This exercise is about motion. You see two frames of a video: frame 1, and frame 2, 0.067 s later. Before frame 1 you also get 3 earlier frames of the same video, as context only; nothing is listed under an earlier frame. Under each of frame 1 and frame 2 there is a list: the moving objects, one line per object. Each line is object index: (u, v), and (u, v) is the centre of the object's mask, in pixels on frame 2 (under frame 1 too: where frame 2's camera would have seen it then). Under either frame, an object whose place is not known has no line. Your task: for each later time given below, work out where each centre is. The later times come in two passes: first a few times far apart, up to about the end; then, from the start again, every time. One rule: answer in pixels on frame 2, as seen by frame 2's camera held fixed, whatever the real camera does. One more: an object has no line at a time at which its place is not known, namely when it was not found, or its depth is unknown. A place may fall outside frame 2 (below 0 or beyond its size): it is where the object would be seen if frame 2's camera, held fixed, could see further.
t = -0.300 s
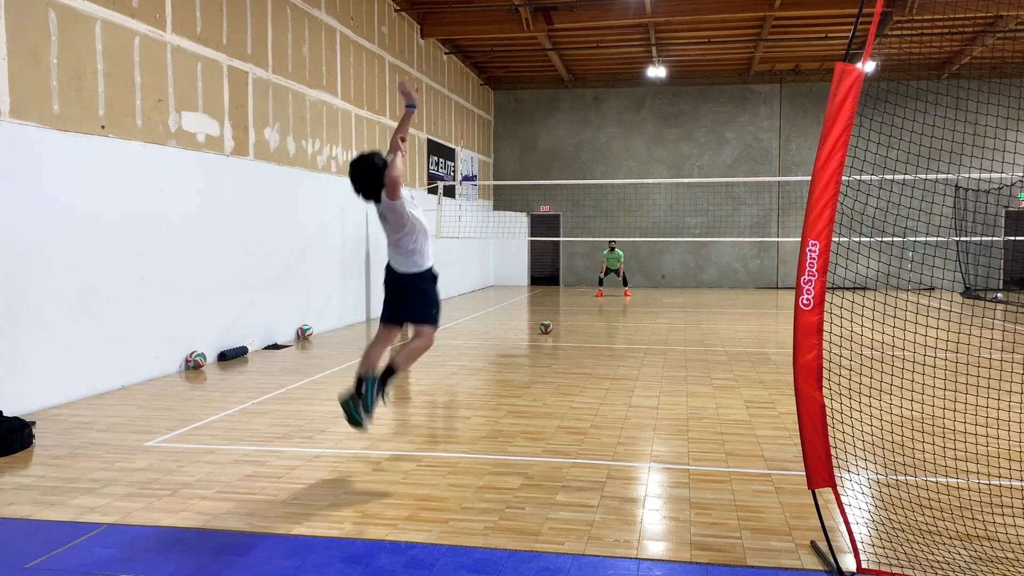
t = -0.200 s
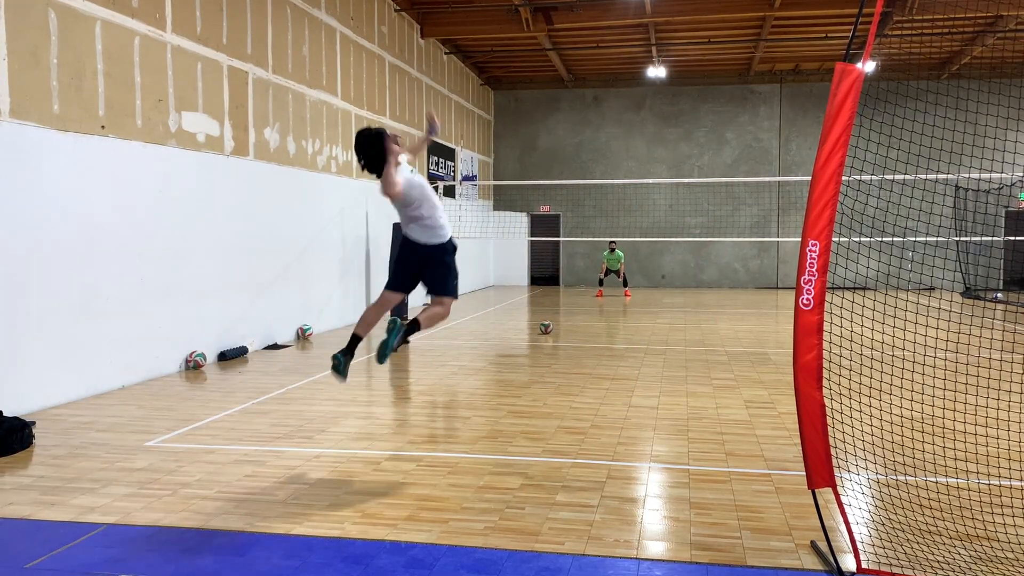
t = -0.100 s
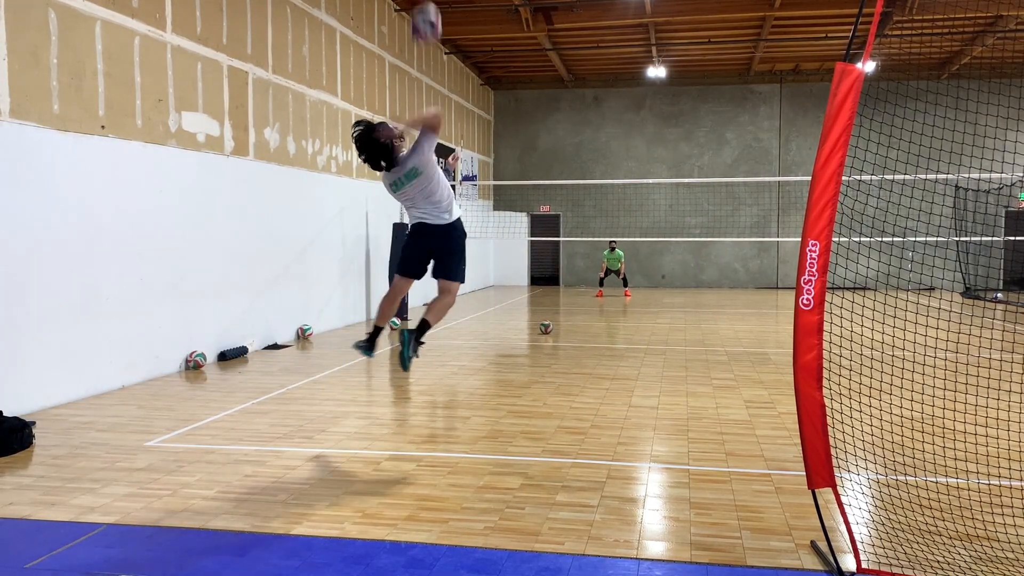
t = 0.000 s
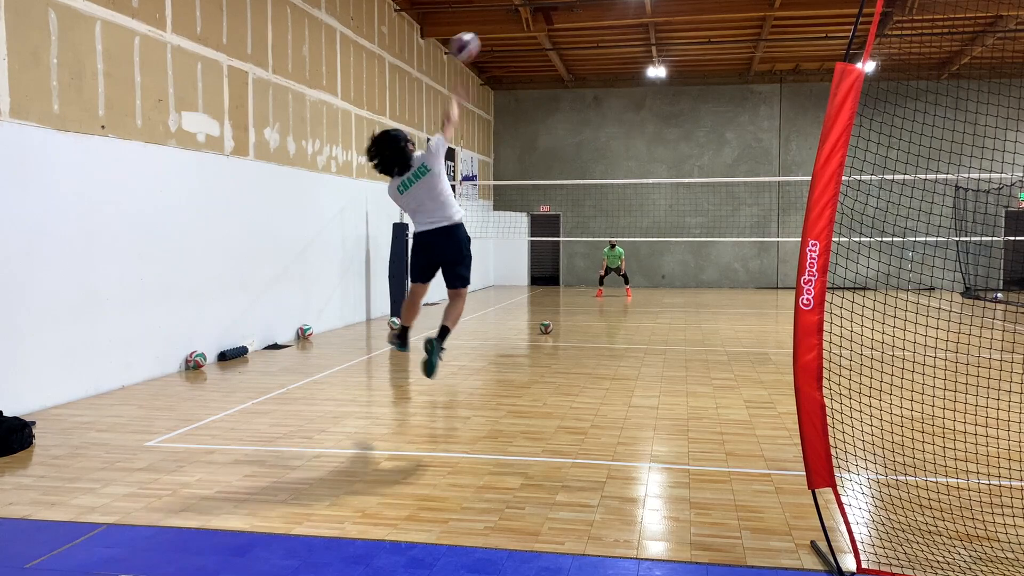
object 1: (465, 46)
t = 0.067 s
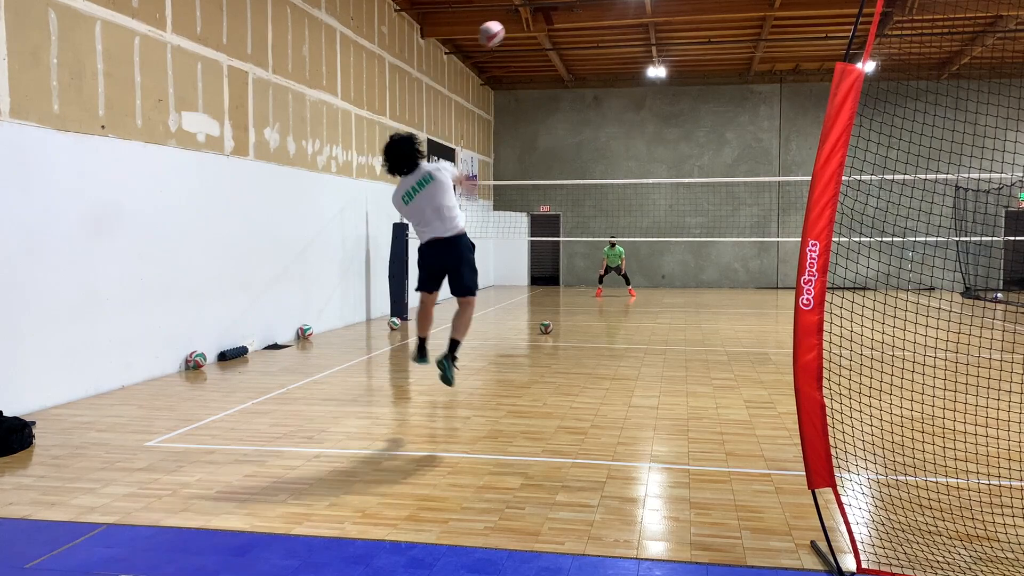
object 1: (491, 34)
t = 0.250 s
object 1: (531, 37)
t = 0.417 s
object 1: (546, 64)
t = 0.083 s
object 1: (497, 32)
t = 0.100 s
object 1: (502, 30)
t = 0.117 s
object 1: (506, 30)
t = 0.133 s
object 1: (510, 30)
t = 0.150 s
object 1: (514, 30)
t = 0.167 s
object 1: (518, 30)
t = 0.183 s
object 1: (520, 31)
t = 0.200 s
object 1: (523, 32)
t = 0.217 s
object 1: (526, 34)
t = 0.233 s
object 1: (528, 35)
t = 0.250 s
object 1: (531, 37)
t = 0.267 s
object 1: (533, 39)
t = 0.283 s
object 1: (535, 41)
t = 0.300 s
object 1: (537, 44)
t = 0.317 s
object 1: (538, 46)
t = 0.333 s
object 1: (540, 48)
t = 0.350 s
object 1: (541, 51)
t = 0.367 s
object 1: (542, 55)
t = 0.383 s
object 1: (543, 57)
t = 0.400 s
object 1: (545, 61)
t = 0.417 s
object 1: (546, 64)
